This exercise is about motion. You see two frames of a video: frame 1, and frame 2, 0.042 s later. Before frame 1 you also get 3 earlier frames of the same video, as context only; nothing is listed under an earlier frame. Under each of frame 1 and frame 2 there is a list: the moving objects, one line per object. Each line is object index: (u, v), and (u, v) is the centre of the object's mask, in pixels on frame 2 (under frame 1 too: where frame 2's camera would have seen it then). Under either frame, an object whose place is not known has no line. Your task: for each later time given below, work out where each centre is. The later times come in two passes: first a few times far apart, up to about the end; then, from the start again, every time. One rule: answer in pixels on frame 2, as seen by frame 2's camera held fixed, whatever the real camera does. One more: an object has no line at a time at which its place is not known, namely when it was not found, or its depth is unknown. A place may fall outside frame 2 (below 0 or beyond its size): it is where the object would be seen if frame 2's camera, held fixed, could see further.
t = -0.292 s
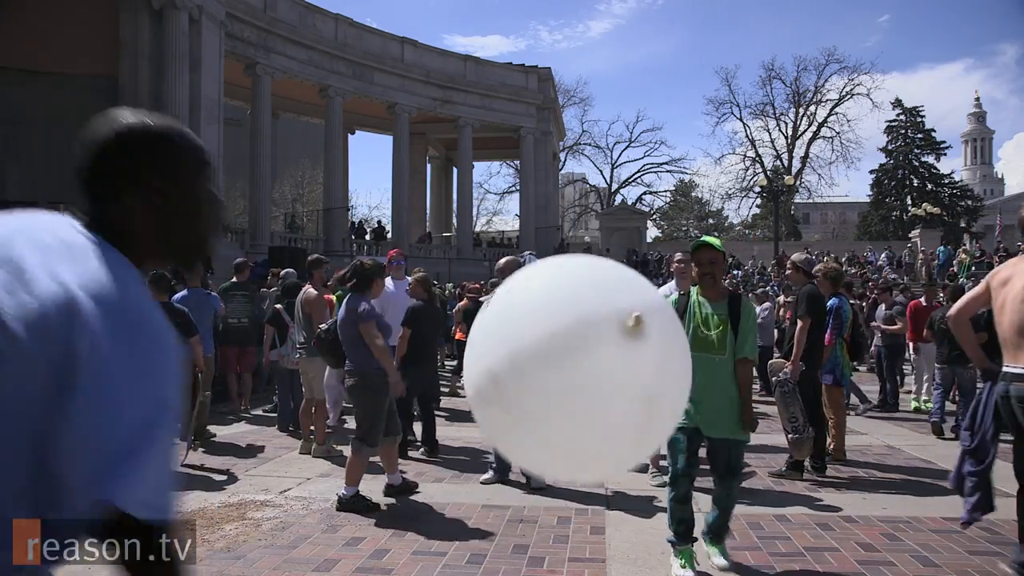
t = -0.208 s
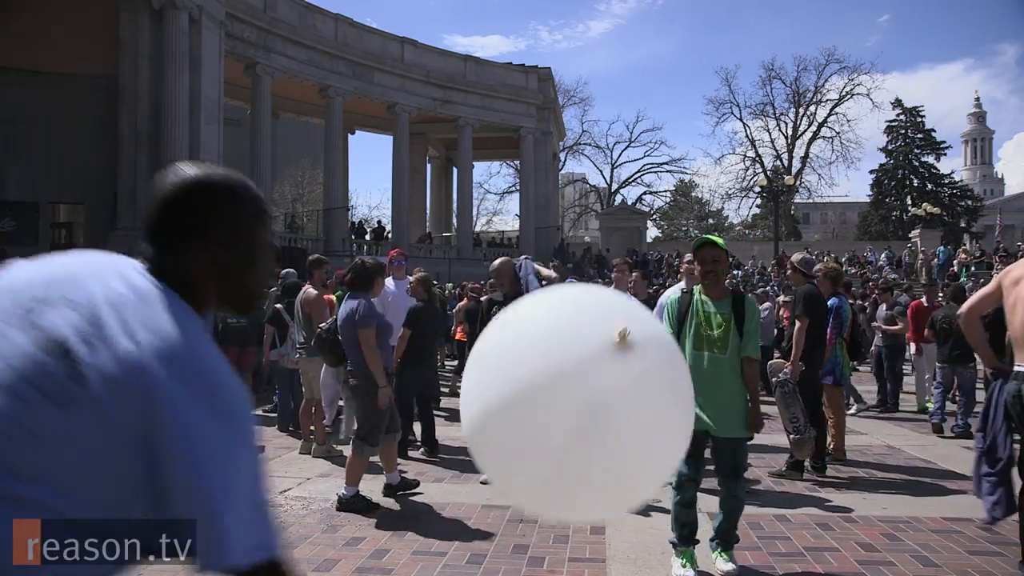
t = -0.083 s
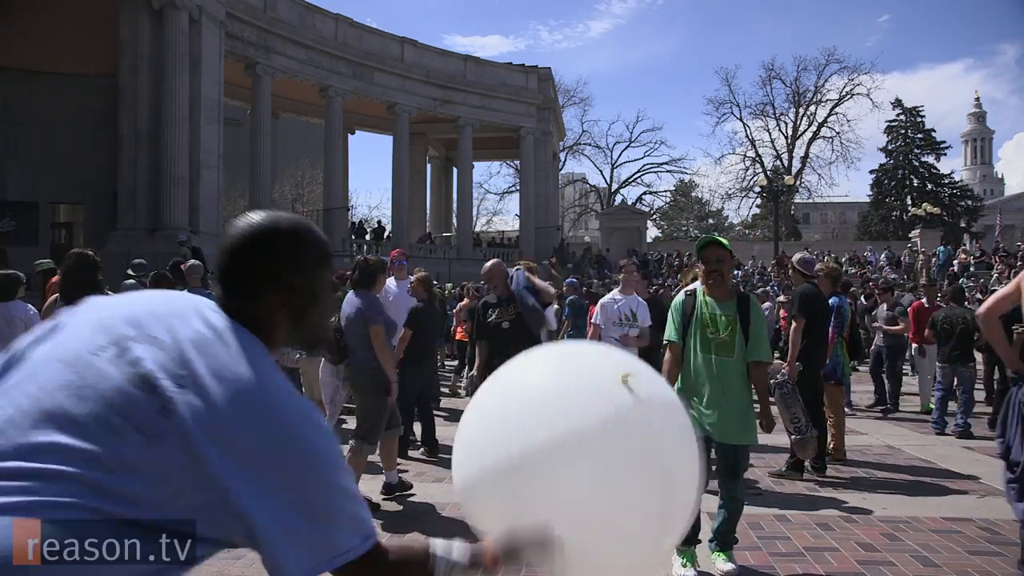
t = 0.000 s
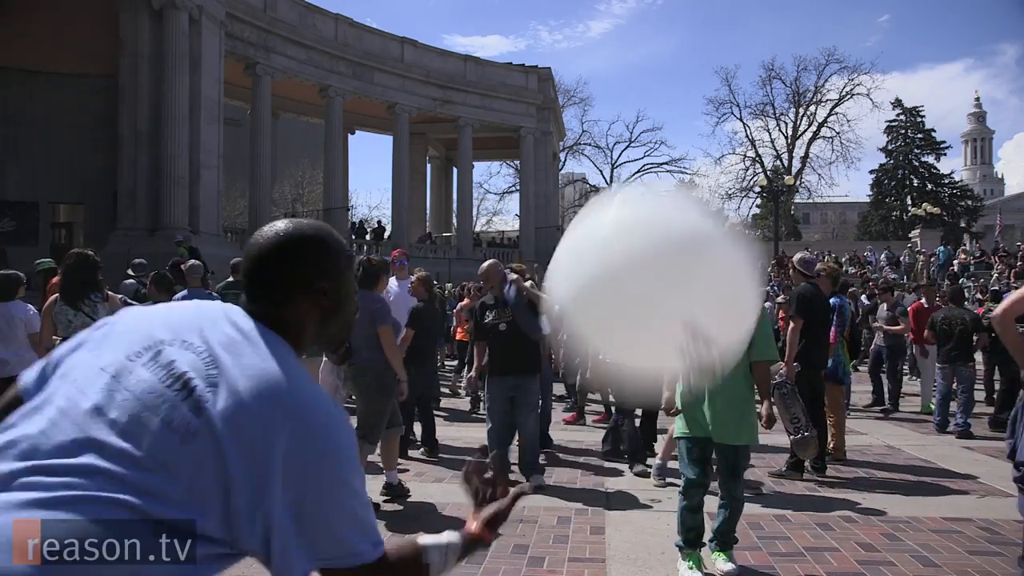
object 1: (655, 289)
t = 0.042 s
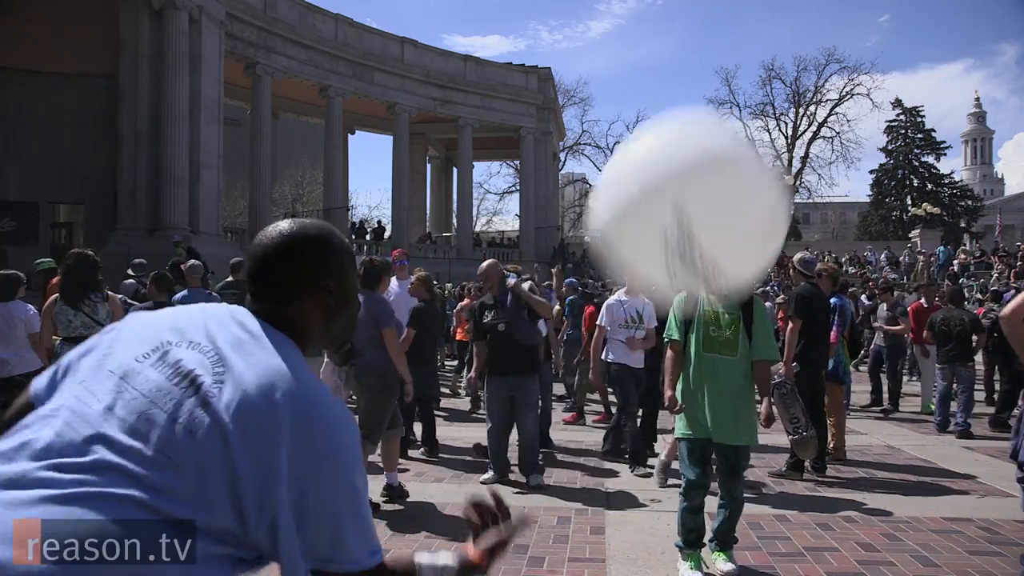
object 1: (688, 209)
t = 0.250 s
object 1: (830, 51)
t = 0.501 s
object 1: (960, 40)
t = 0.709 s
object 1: (1005, 48)
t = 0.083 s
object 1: (722, 149)
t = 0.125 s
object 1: (751, 101)
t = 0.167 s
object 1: (779, 73)
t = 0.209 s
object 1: (806, 59)
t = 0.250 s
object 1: (830, 51)
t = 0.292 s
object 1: (854, 46)
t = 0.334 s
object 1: (878, 43)
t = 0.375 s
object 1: (901, 41)
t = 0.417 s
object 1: (923, 40)
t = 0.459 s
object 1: (944, 39)
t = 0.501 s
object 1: (960, 40)
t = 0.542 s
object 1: (971, 41)
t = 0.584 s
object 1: (981, 42)
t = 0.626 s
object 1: (990, 43)
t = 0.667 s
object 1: (997, 45)
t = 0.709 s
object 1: (1005, 48)
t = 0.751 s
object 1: (1011, 55)
